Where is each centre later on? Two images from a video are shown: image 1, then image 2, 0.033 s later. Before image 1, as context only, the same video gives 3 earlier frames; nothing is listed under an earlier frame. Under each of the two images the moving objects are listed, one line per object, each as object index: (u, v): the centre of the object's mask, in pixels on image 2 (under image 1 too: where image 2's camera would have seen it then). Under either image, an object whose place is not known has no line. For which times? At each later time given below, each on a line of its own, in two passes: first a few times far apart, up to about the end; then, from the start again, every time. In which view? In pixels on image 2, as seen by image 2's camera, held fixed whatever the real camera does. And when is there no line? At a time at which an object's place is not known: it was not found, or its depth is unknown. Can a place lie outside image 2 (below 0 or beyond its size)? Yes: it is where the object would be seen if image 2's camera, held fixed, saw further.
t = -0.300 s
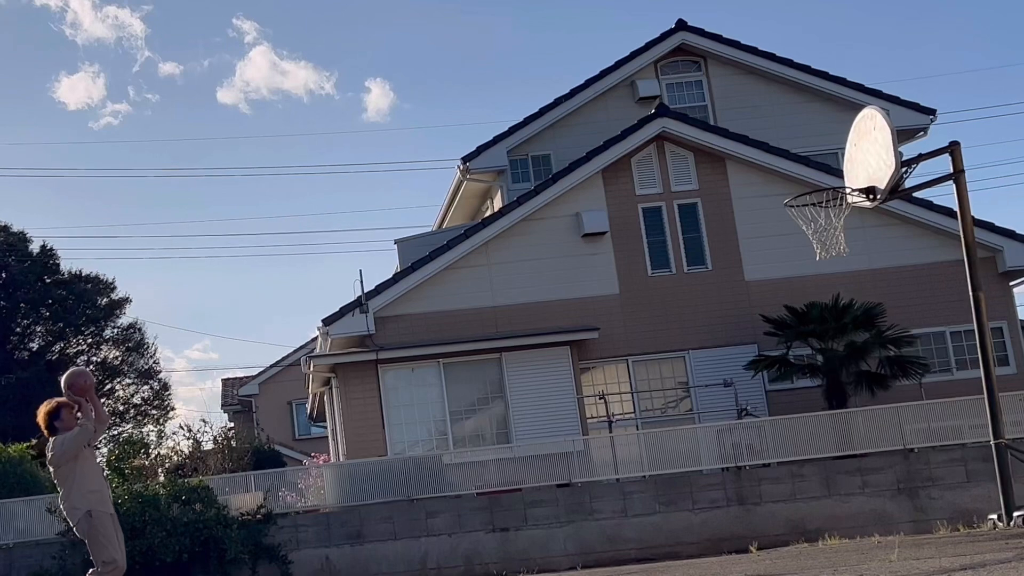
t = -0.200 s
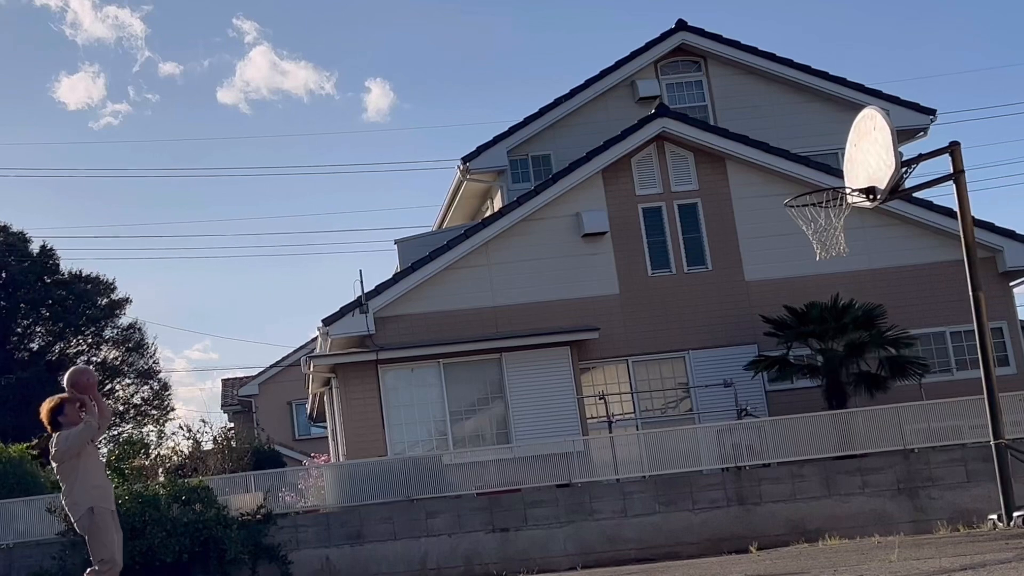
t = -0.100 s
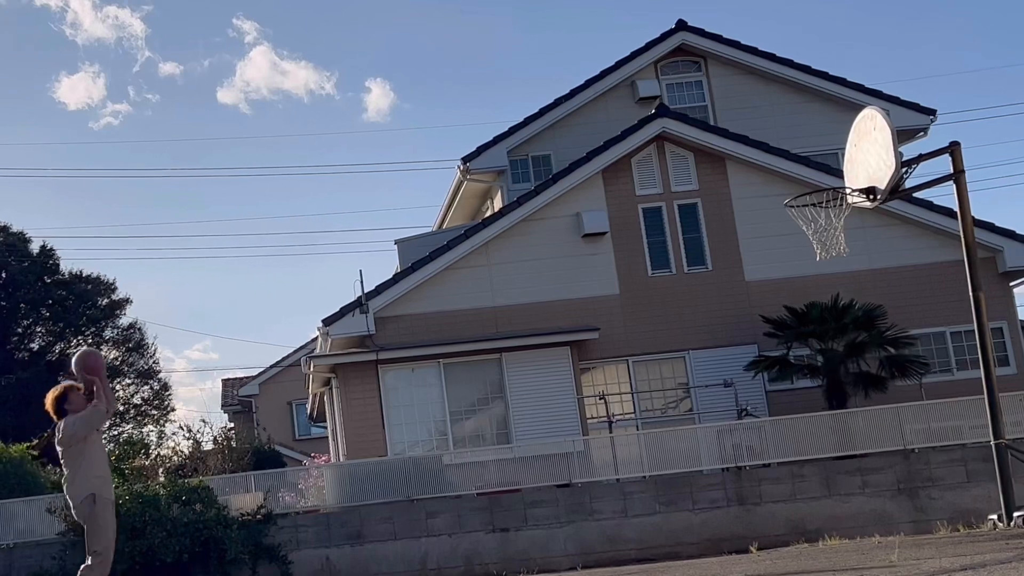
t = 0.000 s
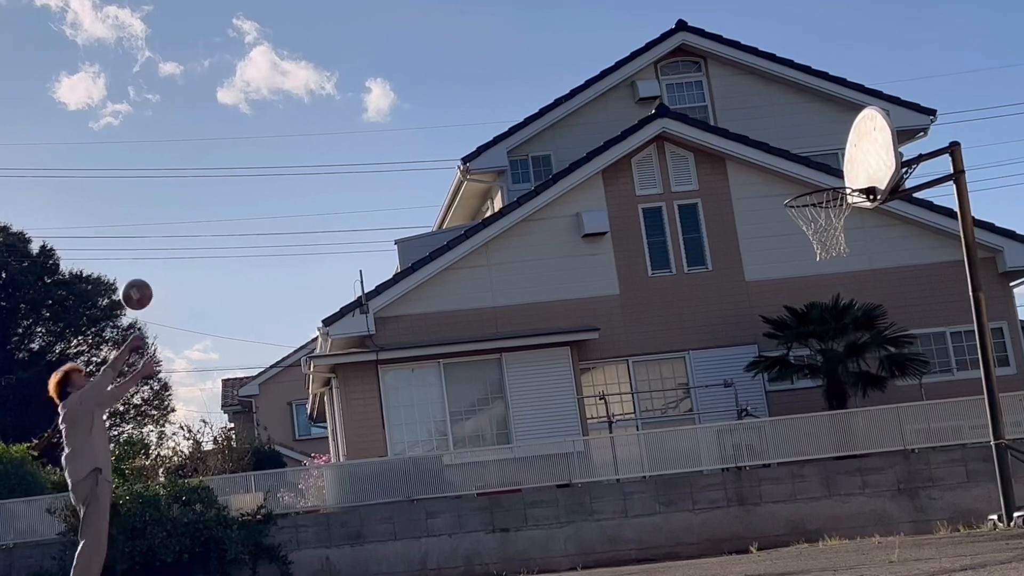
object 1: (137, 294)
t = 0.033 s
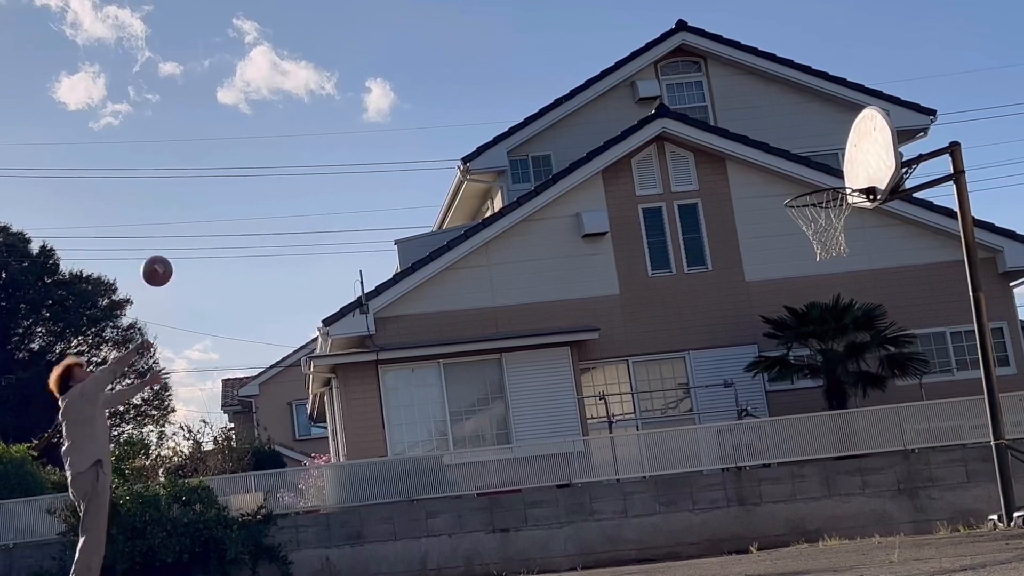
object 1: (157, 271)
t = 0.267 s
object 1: (291, 155)
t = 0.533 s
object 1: (436, 113)
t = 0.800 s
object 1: (580, 157)
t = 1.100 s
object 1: (752, 309)
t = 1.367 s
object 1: (910, 516)
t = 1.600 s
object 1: (935, 350)
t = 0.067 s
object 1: (177, 249)
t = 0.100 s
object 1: (196, 229)
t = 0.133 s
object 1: (216, 211)
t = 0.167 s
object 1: (234, 195)
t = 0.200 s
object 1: (254, 180)
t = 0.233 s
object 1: (272, 167)
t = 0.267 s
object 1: (291, 155)
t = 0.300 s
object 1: (309, 145)
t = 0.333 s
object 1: (328, 136)
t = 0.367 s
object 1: (346, 129)
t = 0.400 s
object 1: (364, 123)
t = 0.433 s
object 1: (383, 118)
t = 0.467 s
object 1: (401, 115)
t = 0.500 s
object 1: (418, 114)
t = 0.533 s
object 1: (436, 113)
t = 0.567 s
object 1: (454, 114)
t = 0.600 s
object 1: (472, 116)
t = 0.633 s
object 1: (490, 120)
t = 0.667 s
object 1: (508, 125)
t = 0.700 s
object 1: (526, 131)
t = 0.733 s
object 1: (544, 139)
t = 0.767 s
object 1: (562, 147)
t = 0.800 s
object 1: (580, 157)
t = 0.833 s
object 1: (598, 169)
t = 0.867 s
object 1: (617, 182)
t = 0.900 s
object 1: (635, 196)
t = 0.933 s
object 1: (654, 212)
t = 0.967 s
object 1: (674, 228)
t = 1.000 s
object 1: (693, 247)
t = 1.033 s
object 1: (713, 266)
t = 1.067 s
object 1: (732, 286)
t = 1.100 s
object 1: (752, 309)
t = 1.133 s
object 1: (771, 333)
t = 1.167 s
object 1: (792, 358)
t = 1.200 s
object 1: (812, 384)
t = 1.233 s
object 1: (832, 411)
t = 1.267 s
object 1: (853, 442)
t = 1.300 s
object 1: (875, 472)
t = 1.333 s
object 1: (895, 504)
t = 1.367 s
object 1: (910, 516)
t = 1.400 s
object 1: (912, 486)
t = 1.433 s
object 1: (916, 460)
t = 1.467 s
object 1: (920, 435)
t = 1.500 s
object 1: (923, 411)
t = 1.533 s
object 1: (927, 389)
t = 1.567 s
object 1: (931, 369)
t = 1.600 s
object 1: (935, 350)
